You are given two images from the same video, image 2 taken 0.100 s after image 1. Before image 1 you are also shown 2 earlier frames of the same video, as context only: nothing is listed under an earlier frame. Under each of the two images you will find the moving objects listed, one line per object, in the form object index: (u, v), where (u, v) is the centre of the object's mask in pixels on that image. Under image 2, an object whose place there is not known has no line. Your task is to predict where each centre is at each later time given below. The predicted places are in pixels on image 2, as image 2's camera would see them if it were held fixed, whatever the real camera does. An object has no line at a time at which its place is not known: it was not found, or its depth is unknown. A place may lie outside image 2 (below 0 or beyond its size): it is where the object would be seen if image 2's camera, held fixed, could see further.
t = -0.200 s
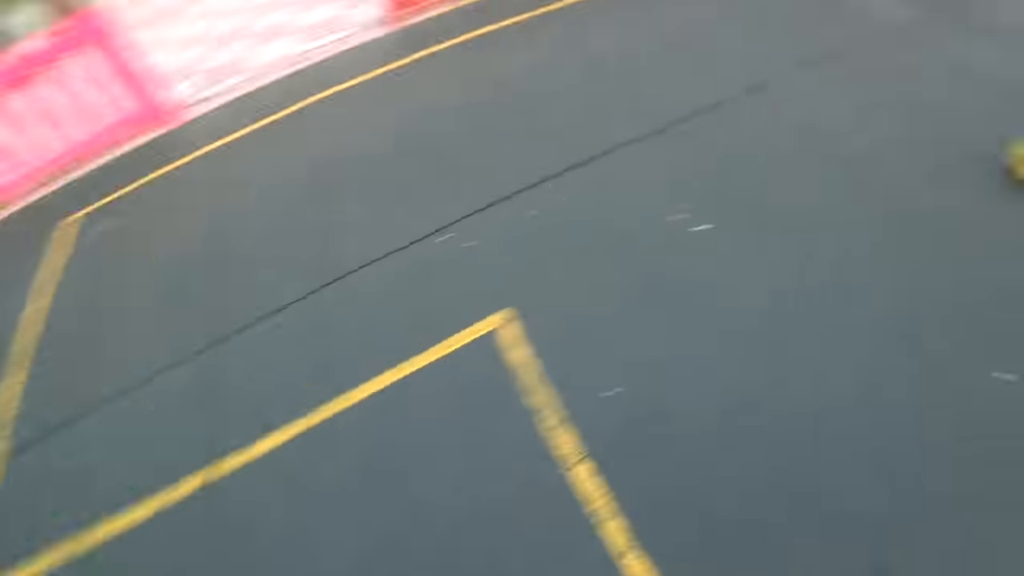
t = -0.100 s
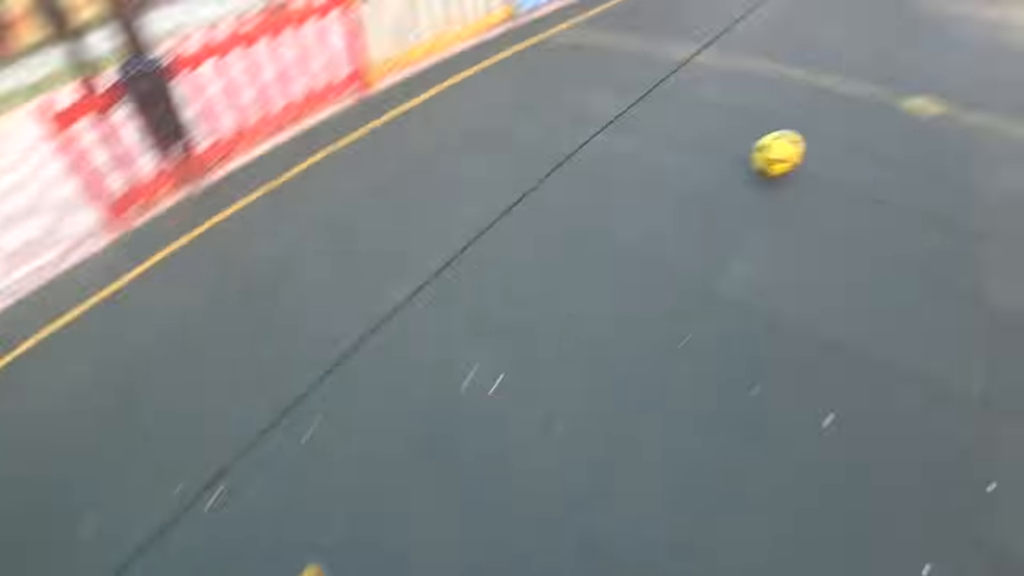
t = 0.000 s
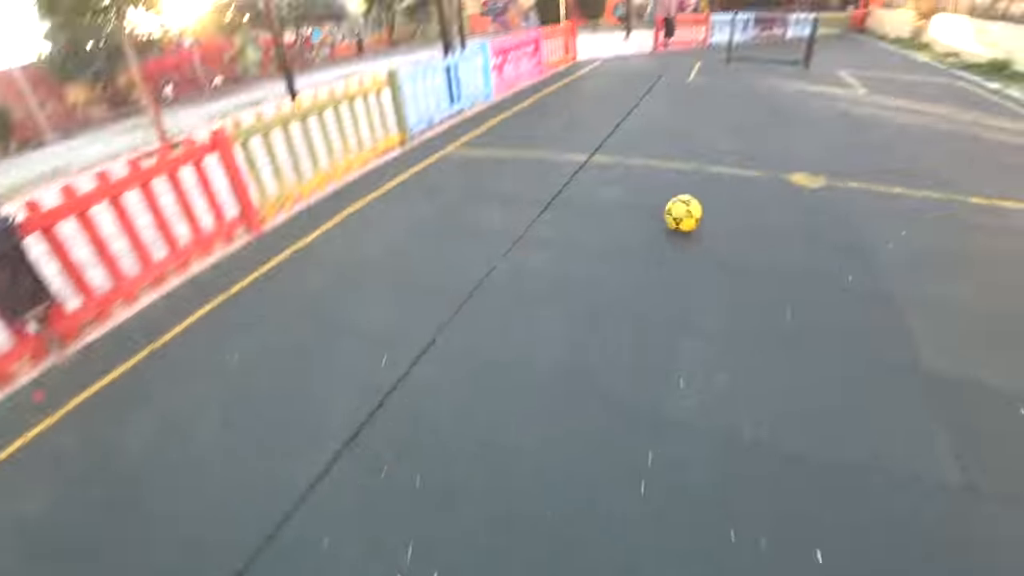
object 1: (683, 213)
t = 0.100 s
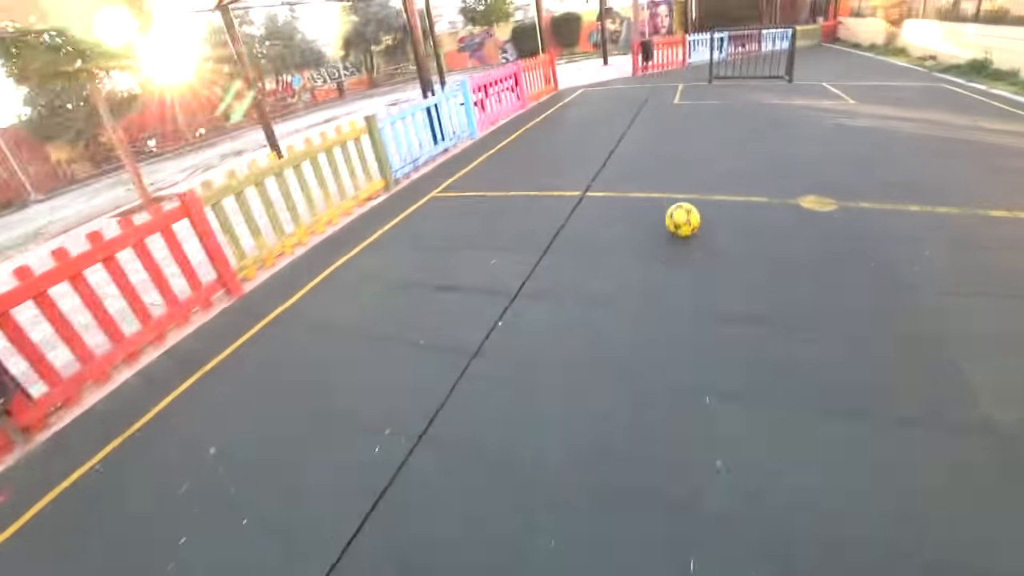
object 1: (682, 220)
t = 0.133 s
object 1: (680, 213)
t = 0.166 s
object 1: (678, 207)
